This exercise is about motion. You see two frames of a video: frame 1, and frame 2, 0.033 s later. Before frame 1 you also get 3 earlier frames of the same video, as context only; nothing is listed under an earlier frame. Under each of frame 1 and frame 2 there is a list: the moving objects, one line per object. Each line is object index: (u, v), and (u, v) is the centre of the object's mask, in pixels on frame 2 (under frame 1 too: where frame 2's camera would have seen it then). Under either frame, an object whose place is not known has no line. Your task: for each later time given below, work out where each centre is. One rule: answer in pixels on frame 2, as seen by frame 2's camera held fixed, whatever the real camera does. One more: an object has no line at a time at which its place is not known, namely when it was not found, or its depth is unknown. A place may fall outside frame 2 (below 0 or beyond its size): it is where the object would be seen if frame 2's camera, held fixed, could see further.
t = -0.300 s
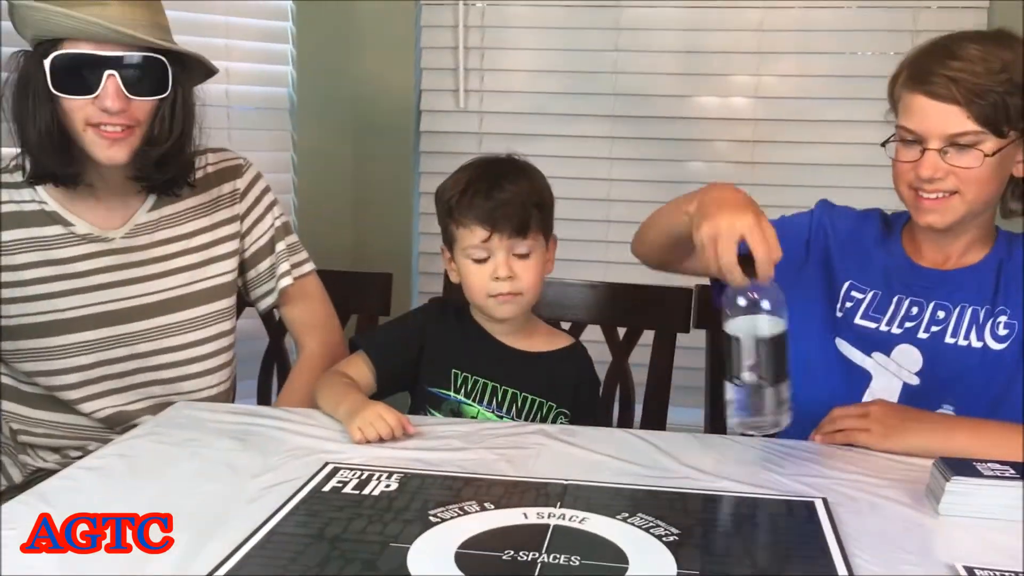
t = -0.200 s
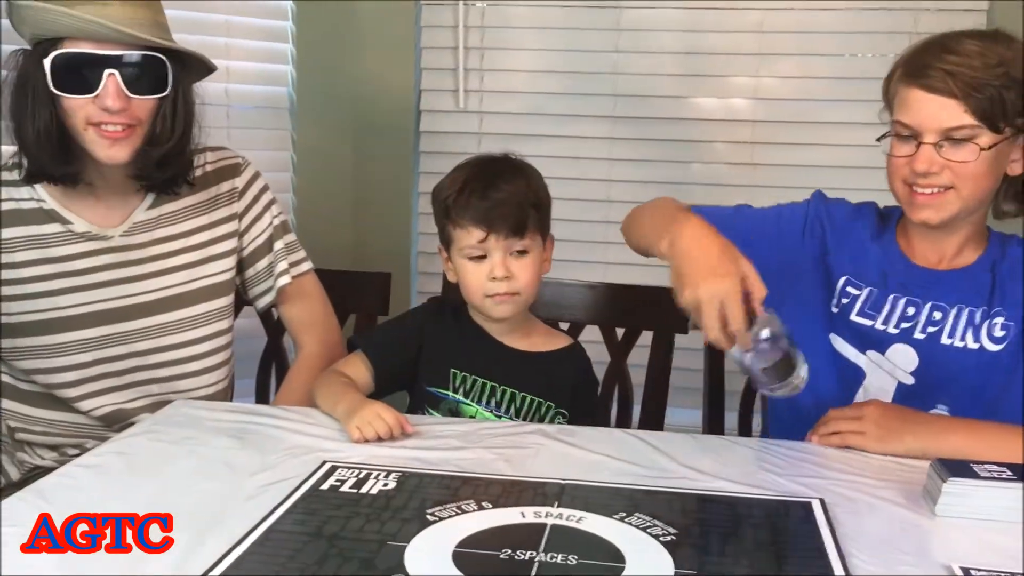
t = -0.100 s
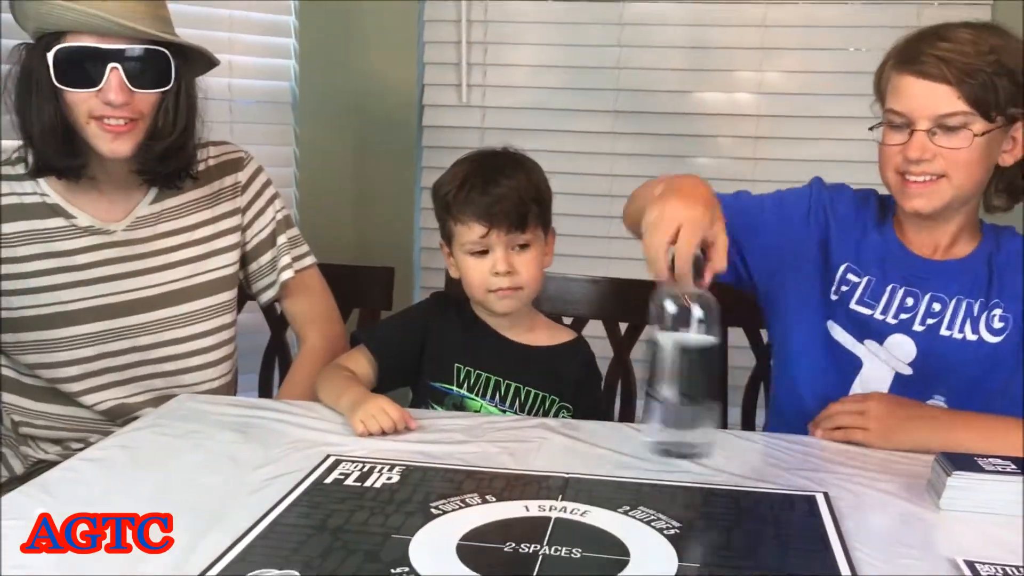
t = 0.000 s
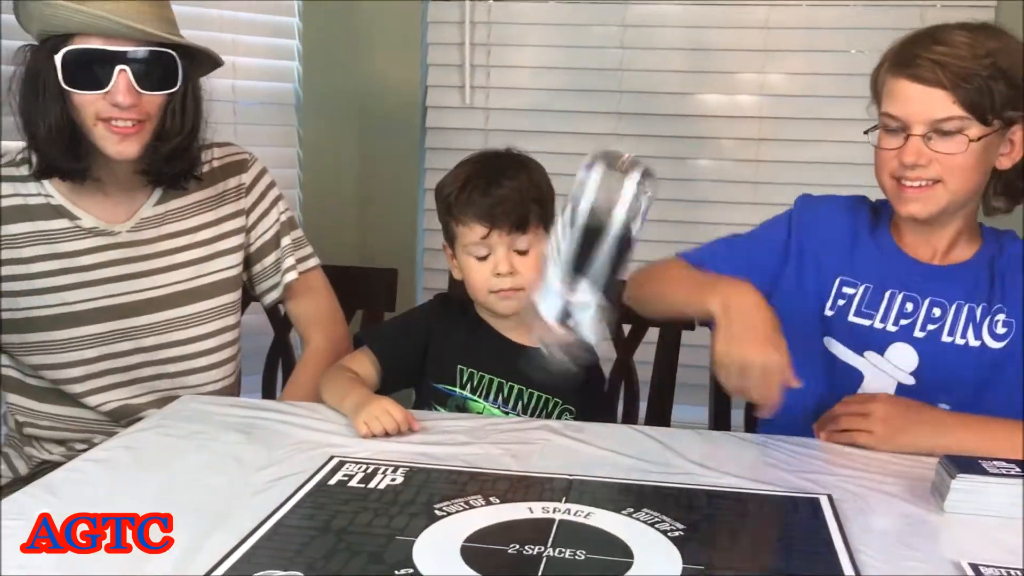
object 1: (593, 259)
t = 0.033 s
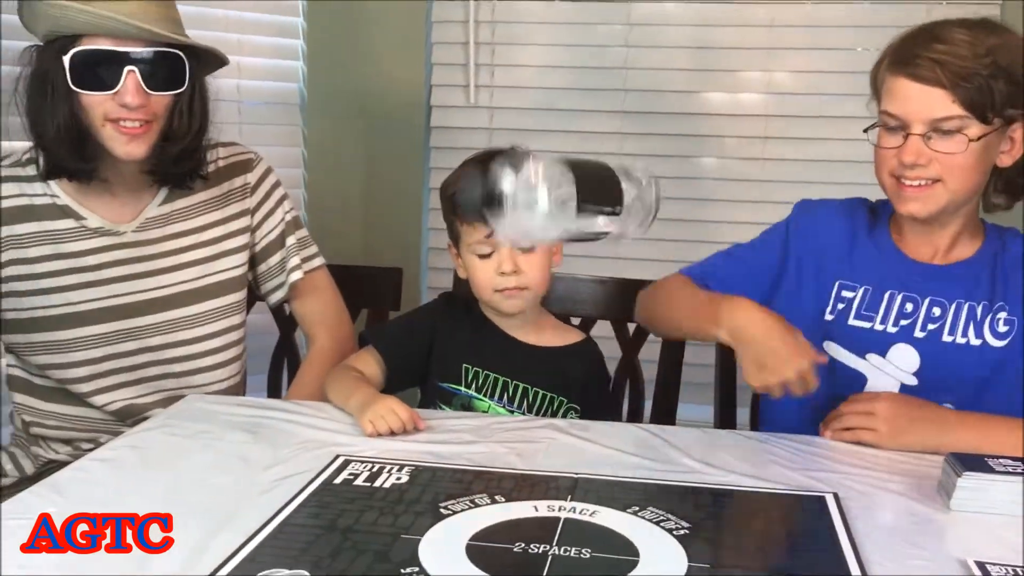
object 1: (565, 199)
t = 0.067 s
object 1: (551, 207)
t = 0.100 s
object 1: (537, 285)
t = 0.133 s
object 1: (519, 373)
